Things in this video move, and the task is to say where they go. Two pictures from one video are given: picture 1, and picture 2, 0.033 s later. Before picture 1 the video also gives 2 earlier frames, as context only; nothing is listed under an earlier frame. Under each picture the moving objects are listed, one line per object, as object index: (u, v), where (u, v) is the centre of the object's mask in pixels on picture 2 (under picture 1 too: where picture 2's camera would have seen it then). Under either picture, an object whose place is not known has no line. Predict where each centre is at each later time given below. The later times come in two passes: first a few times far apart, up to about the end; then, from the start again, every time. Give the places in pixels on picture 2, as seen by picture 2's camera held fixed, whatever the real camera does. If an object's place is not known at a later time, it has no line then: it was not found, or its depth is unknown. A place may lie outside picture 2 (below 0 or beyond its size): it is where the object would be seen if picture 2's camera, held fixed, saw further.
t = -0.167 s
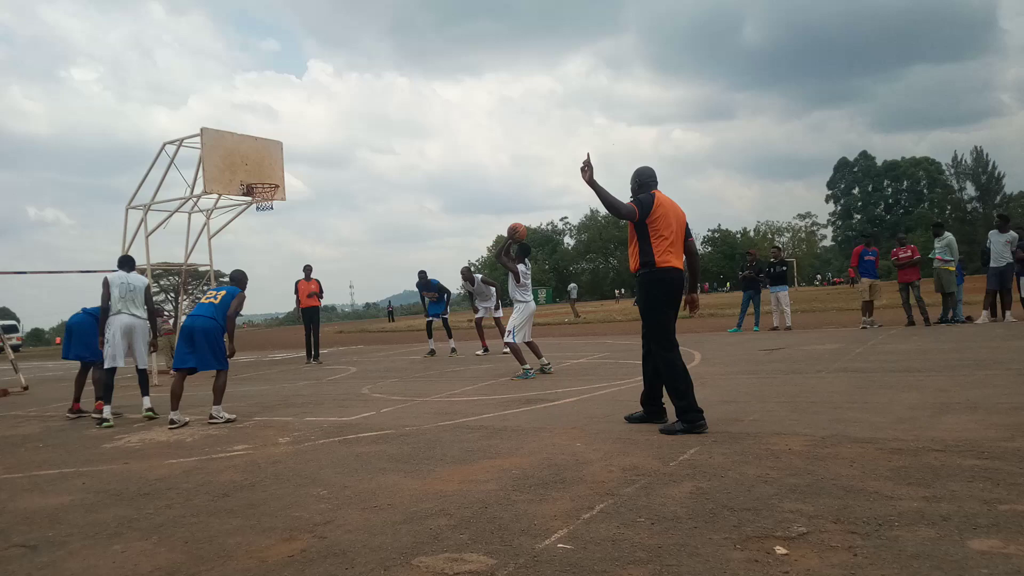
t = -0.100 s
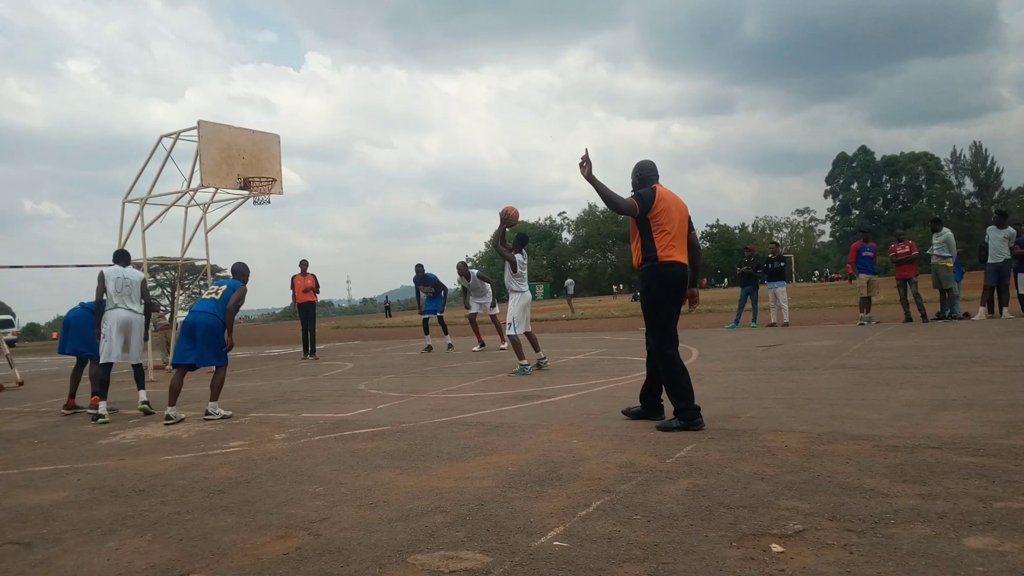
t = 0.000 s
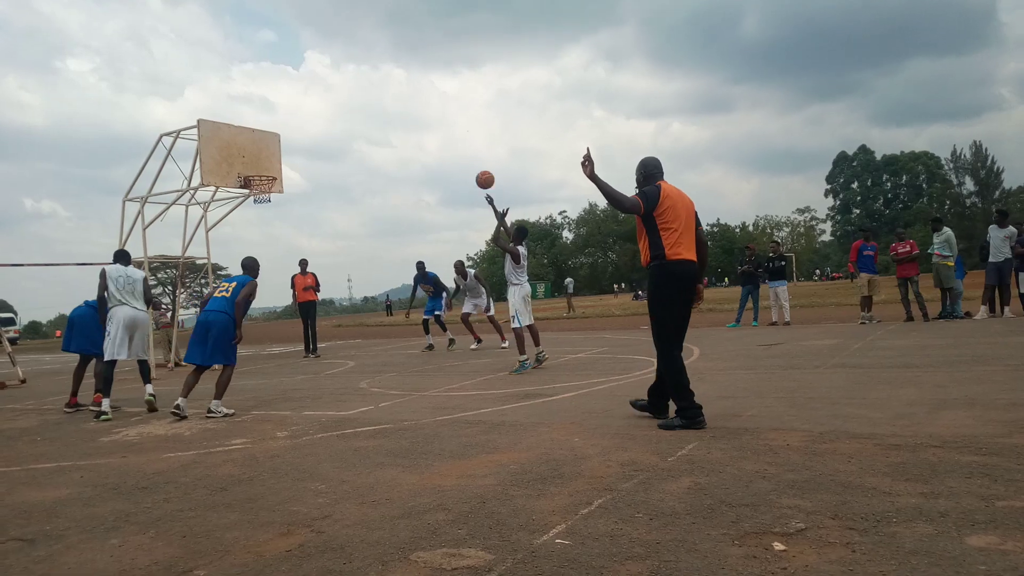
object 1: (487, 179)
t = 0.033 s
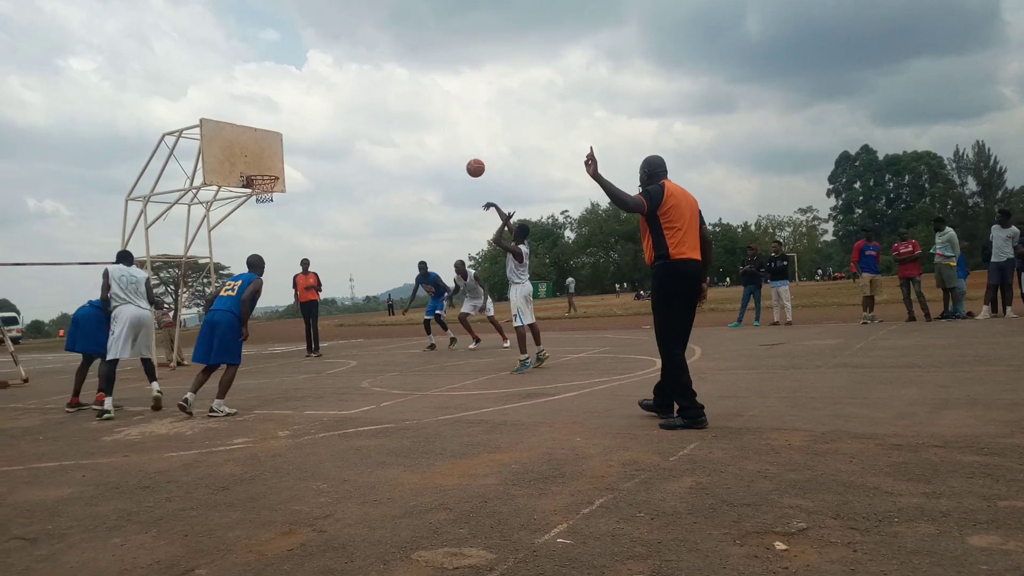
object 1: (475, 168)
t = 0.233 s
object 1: (412, 119)
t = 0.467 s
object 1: (348, 102)
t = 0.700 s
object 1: (293, 122)
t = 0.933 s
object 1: (262, 167)
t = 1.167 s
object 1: (291, 153)
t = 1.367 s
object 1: (317, 159)
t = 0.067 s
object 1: (465, 158)
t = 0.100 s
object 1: (454, 147)
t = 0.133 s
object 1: (443, 139)
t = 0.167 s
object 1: (432, 132)
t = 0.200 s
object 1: (422, 125)
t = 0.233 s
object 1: (412, 119)
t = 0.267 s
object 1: (402, 114)
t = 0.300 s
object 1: (392, 110)
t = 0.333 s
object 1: (383, 107)
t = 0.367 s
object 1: (374, 104)
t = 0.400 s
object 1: (365, 103)
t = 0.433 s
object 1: (356, 102)
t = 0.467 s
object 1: (348, 102)
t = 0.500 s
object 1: (340, 102)
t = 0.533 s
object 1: (331, 104)
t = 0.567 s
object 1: (323, 106)
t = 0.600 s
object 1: (316, 109)
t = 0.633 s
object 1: (309, 112)
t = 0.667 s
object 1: (301, 117)
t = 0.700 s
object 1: (293, 122)
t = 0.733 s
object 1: (287, 127)
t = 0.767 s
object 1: (280, 133)
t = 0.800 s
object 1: (273, 140)
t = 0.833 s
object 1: (266, 147)
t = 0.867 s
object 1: (260, 155)
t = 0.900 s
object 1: (258, 162)
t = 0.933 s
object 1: (262, 167)
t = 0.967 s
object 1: (266, 169)
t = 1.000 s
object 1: (270, 166)
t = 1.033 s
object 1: (274, 162)
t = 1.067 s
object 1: (278, 159)
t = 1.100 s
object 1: (282, 156)
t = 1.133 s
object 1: (287, 154)
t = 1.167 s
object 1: (291, 153)
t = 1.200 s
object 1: (295, 152)
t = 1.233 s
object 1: (299, 152)
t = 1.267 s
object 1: (303, 153)
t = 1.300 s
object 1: (308, 154)
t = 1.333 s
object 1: (313, 156)
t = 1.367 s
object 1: (317, 159)
